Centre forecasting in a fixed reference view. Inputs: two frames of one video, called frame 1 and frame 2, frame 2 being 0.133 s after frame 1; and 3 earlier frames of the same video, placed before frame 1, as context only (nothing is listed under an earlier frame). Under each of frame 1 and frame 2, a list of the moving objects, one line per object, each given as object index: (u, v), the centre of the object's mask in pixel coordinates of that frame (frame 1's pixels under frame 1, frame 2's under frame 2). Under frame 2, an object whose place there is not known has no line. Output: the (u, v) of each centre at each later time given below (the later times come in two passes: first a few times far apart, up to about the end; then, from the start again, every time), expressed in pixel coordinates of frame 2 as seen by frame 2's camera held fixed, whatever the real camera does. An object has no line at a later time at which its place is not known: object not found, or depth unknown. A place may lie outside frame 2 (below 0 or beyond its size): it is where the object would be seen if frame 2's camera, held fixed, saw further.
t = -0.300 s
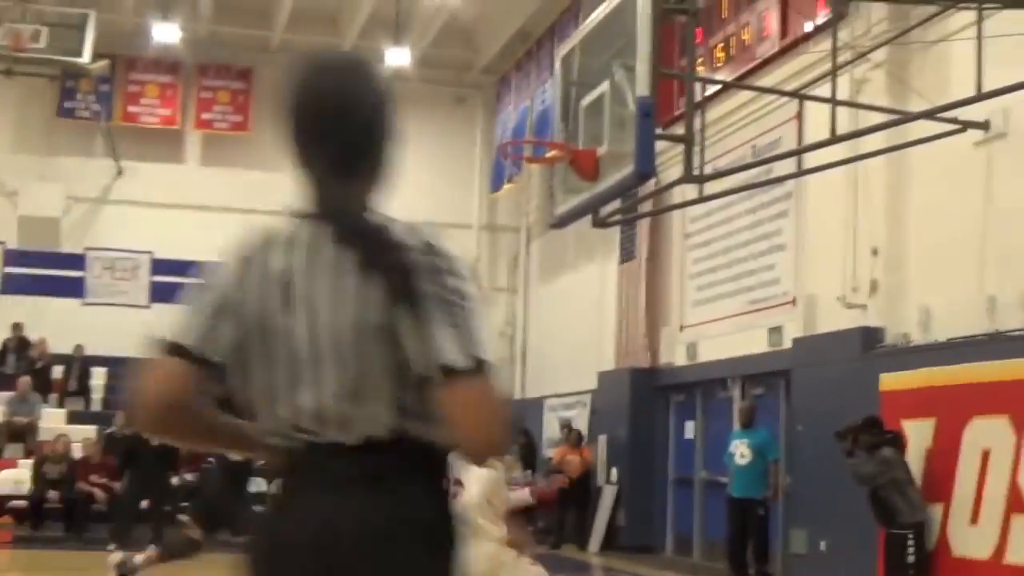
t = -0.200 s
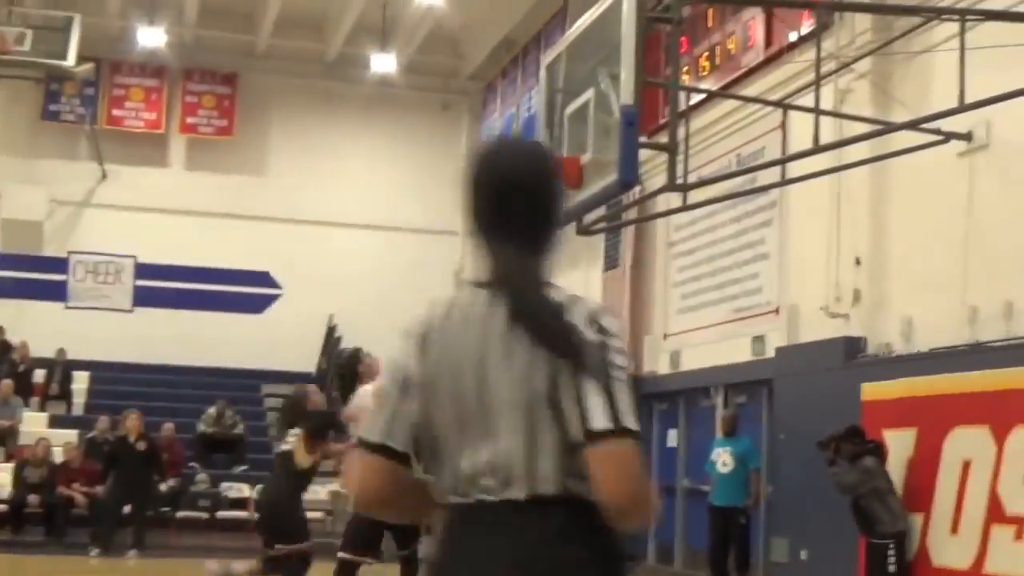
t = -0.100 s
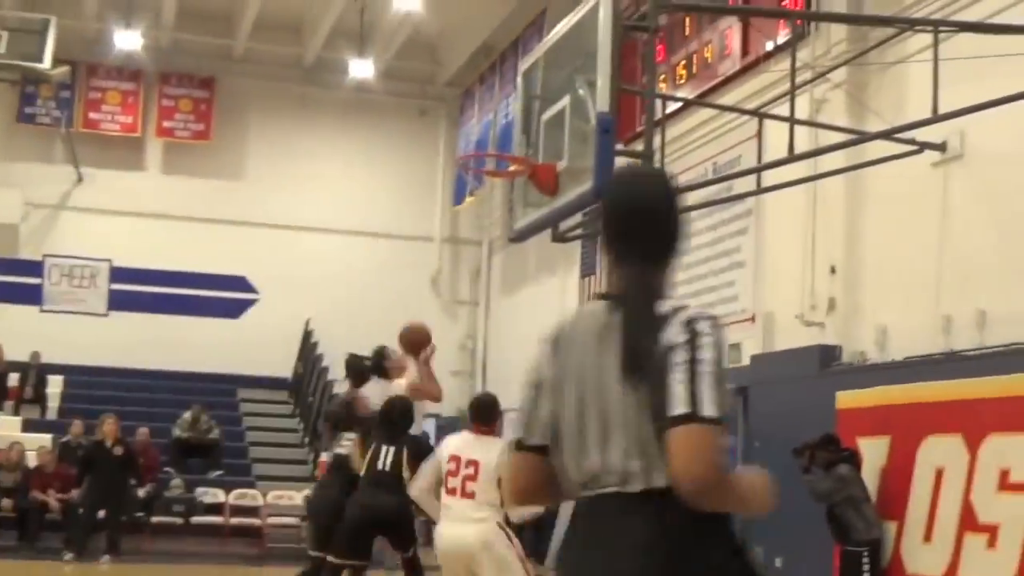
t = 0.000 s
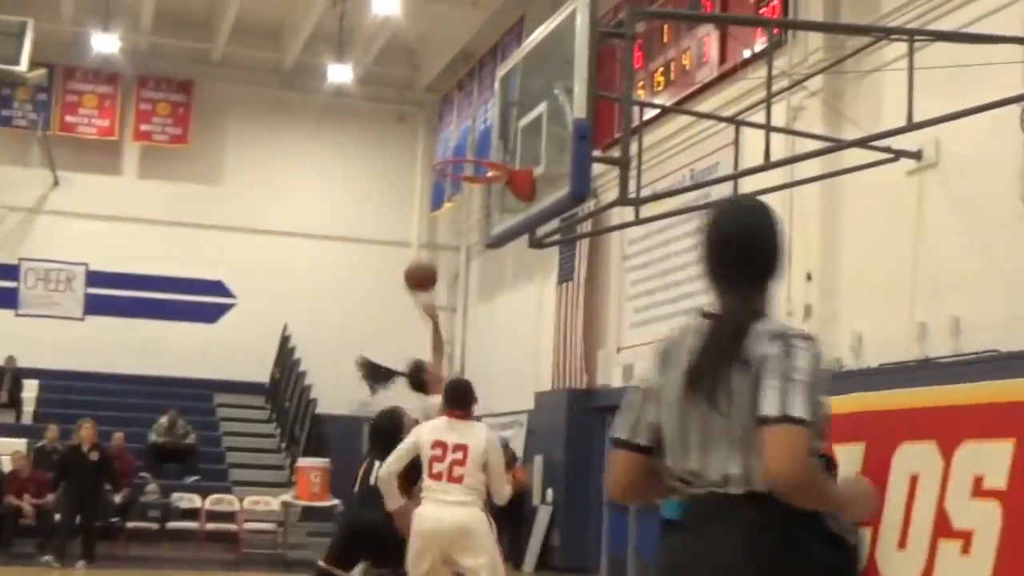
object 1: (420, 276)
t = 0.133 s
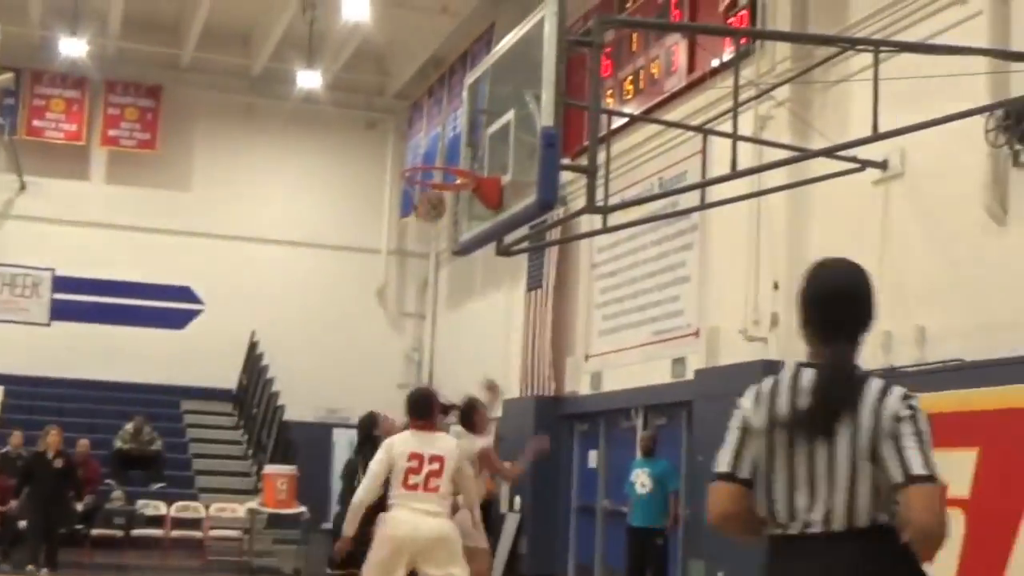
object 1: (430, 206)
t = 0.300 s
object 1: (458, 148)
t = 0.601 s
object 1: (425, 175)
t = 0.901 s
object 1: (477, 282)
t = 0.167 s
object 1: (439, 195)
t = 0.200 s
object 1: (450, 175)
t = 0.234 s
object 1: (460, 159)
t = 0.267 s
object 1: (460, 153)
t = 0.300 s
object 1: (458, 148)
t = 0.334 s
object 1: (455, 145)
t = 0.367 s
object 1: (451, 144)
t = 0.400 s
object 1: (447, 143)
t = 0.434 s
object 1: (443, 145)
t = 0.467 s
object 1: (437, 148)
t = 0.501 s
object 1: (431, 151)
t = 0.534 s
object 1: (423, 154)
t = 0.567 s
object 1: (417, 167)
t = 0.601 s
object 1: (425, 175)
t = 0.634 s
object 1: (429, 186)
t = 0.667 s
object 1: (430, 197)
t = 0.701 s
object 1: (438, 207)
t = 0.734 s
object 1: (452, 221)
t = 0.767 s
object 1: (463, 231)
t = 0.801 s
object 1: (467, 241)
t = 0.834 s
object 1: (471, 254)
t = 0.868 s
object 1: (471, 266)
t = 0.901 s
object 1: (477, 282)
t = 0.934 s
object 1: (480, 300)
